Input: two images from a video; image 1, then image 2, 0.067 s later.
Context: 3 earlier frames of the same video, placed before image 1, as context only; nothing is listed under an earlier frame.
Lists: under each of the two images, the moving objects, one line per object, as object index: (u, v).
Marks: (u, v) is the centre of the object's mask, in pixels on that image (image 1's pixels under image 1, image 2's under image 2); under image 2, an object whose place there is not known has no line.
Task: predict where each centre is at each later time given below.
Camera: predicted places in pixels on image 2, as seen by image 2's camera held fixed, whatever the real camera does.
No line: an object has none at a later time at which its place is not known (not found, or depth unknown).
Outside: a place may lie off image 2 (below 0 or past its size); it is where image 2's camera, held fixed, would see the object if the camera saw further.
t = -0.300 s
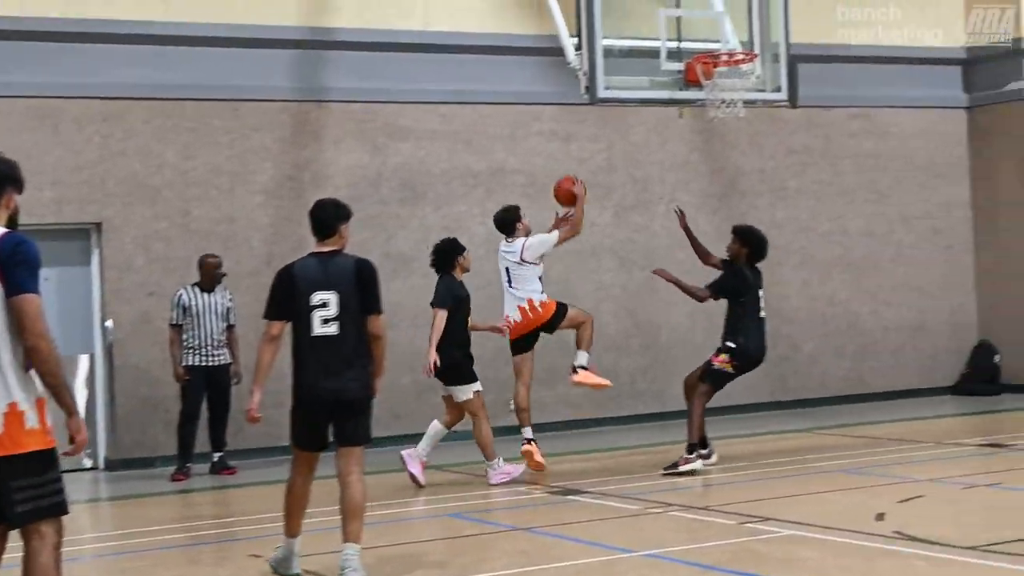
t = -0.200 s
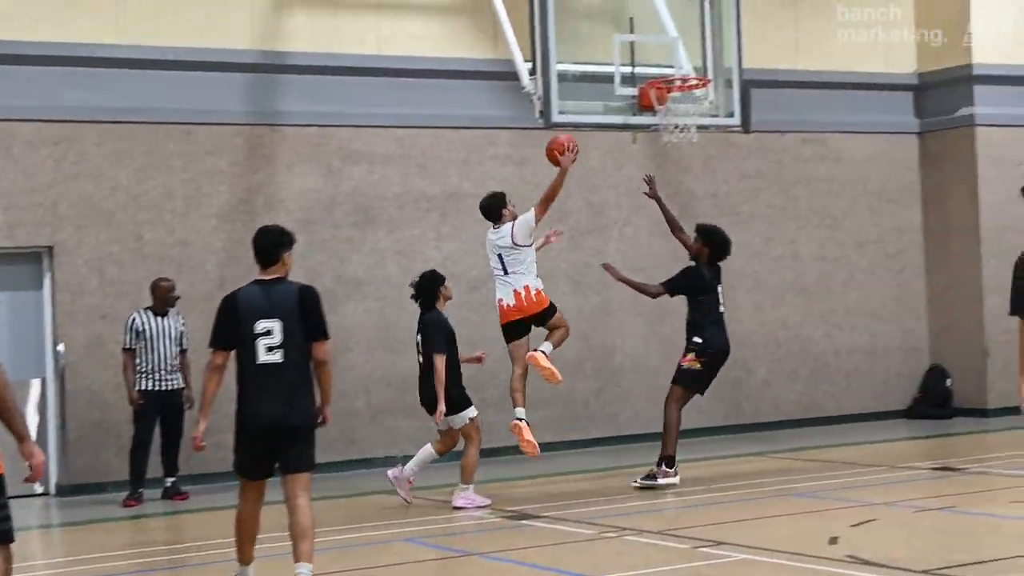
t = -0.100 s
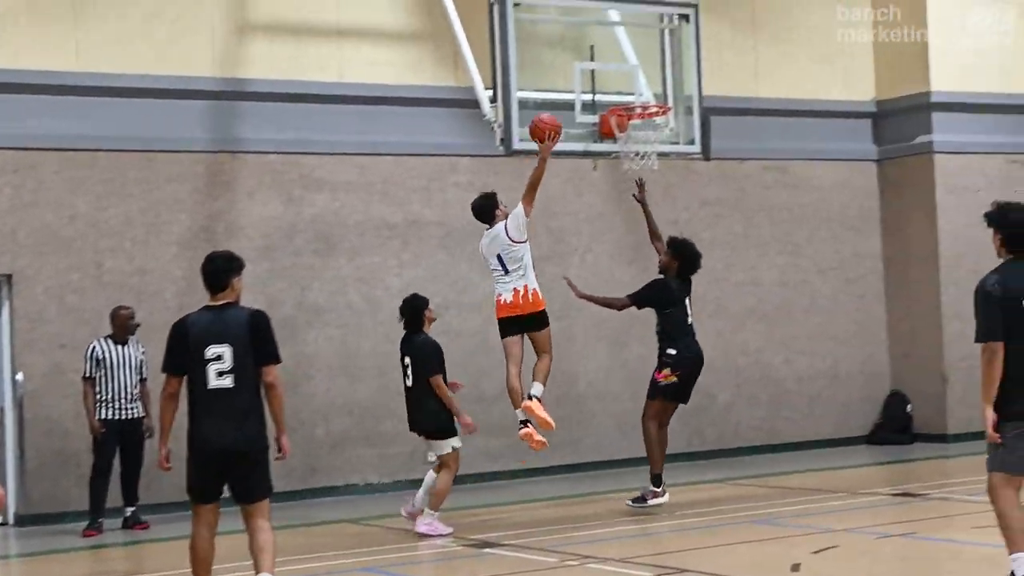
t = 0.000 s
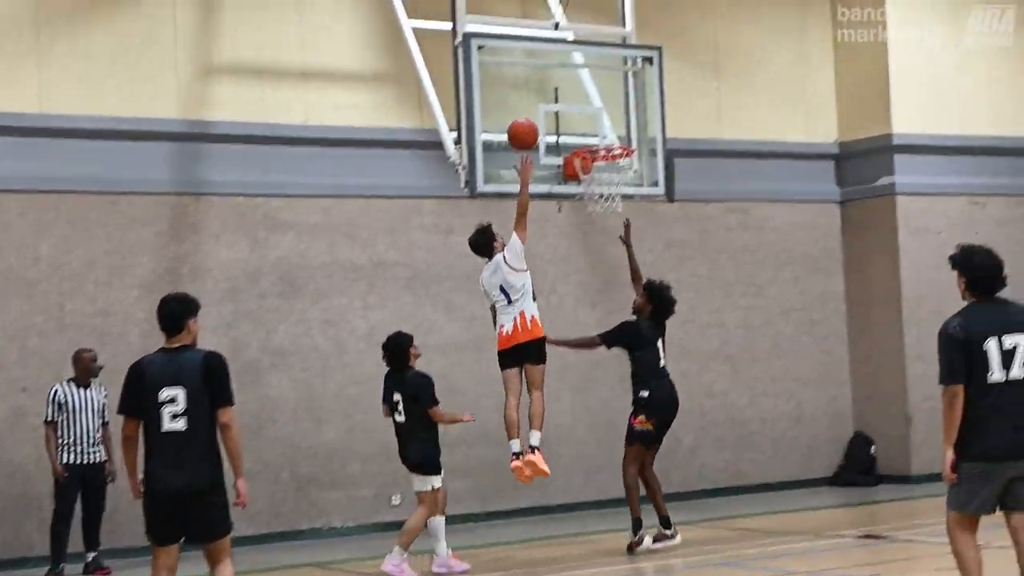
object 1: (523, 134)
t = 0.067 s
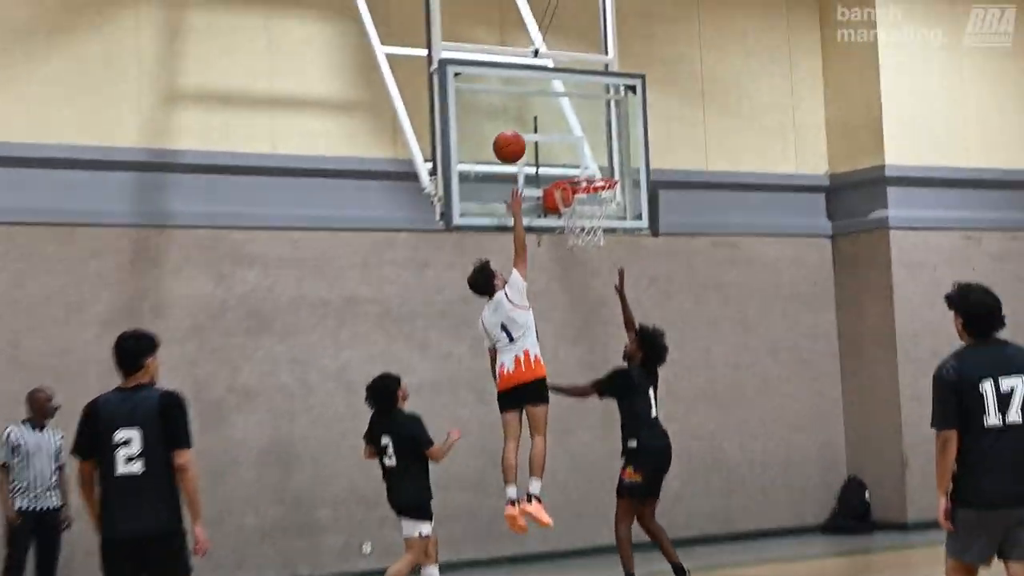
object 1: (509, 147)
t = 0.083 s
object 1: (511, 142)
